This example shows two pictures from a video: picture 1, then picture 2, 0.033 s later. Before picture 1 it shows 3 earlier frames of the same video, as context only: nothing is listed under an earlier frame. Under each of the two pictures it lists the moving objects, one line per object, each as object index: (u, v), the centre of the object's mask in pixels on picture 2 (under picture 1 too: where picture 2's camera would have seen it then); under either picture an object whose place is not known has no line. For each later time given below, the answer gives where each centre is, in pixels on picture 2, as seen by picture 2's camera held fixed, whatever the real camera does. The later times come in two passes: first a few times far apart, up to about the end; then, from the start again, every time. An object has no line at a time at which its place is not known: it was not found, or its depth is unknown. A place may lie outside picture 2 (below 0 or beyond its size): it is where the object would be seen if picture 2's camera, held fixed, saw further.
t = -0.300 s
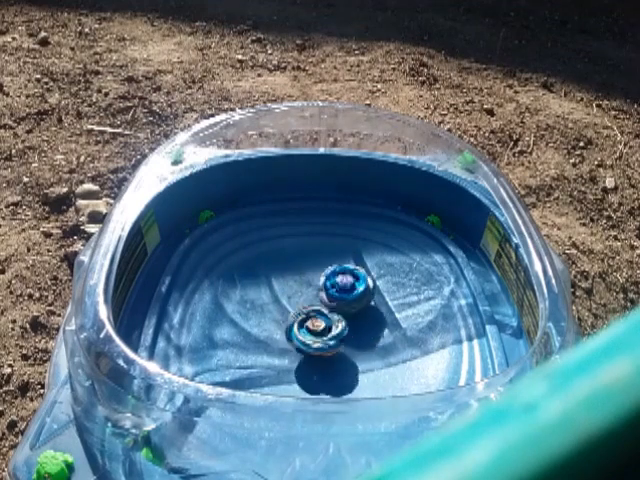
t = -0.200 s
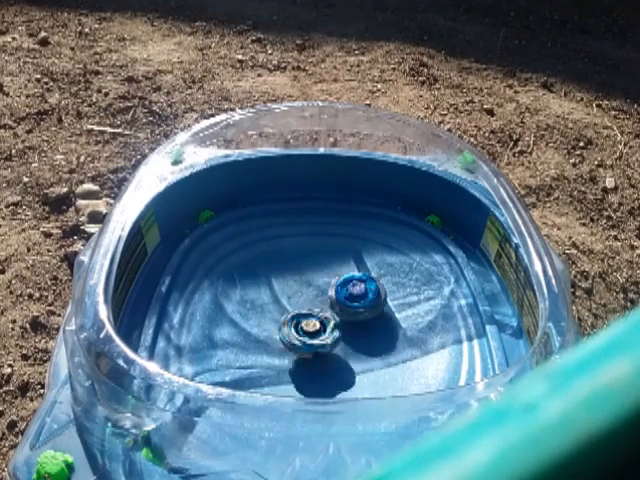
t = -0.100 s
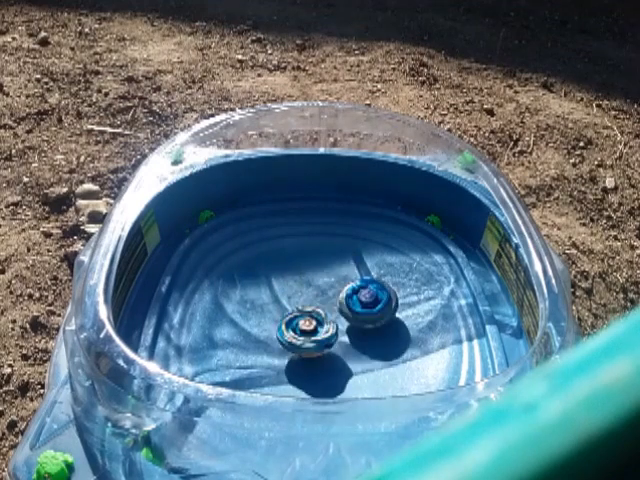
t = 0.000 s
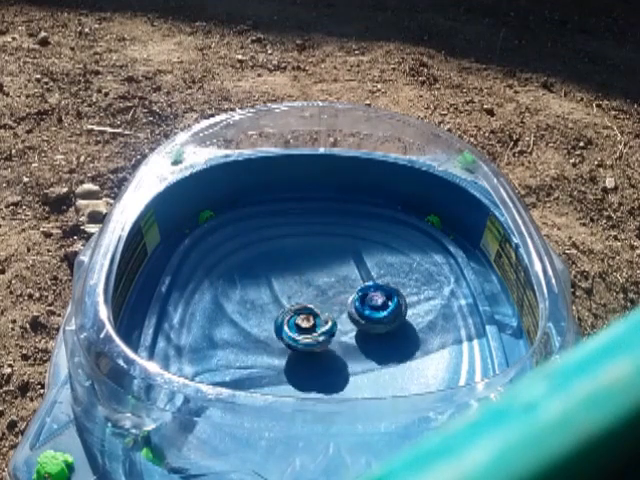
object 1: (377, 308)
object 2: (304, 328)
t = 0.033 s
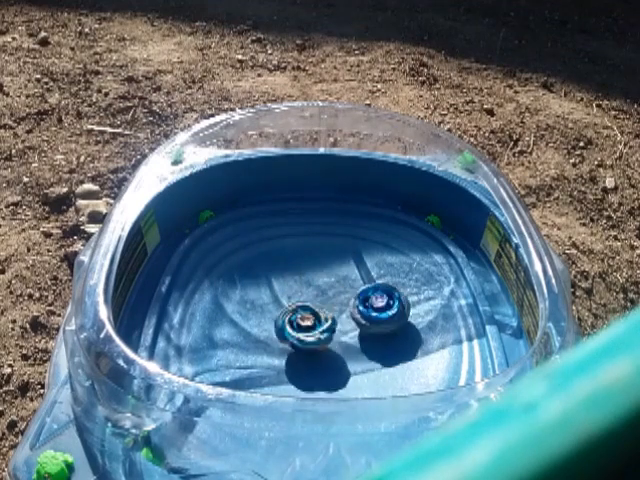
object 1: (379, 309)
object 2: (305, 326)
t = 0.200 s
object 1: (387, 314)
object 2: (310, 321)
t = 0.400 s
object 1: (388, 324)
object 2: (319, 317)
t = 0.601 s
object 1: (391, 332)
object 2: (308, 305)
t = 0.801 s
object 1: (374, 342)
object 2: (312, 301)
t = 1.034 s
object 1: (347, 355)
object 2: (317, 306)
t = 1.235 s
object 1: (326, 365)
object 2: (317, 312)
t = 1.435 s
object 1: (312, 371)
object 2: (315, 318)
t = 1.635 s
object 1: (301, 368)
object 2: (318, 320)
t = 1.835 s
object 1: (286, 360)
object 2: (326, 318)
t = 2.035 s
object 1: (277, 350)
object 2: (330, 322)
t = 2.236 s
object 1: (268, 337)
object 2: (343, 318)
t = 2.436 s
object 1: (267, 321)
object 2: (341, 317)
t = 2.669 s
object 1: (269, 304)
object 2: (331, 310)
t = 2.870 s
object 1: (268, 293)
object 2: (337, 309)
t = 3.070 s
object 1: (280, 290)
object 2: (333, 313)
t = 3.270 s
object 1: (291, 285)
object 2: (325, 322)
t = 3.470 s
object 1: (300, 281)
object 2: (311, 325)
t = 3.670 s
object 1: (315, 281)
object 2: (302, 323)
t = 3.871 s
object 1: (334, 283)
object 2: (302, 323)
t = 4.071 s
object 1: (350, 278)
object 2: (288, 325)
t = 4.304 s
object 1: (354, 286)
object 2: (299, 318)
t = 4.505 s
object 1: (377, 290)
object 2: (287, 335)
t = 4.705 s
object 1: (378, 295)
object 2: (269, 331)
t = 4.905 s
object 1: (368, 311)
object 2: (277, 323)
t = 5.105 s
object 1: (369, 335)
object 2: (291, 318)
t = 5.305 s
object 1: (377, 345)
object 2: (302, 311)
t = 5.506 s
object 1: (365, 350)
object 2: (324, 311)
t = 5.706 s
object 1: (358, 361)
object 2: (329, 304)
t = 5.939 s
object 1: (335, 361)
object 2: (333, 309)
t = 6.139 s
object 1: (310, 363)
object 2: (330, 304)
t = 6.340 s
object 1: (293, 360)
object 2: (324, 304)
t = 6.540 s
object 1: (281, 348)
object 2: (316, 305)
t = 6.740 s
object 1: (268, 336)
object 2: (322, 302)
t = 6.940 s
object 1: (261, 327)
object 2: (326, 305)
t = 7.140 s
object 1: (253, 316)
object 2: (344, 315)
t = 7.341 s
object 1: (250, 313)
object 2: (352, 326)
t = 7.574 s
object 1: (273, 307)
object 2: (337, 332)
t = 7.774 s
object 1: (294, 294)
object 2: (335, 330)
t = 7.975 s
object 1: (309, 282)
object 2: (327, 332)
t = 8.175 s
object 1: (322, 278)
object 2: (323, 328)
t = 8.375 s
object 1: (339, 268)
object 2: (315, 337)
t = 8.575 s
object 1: (339, 266)
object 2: (296, 343)
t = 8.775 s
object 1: (341, 285)
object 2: (292, 334)
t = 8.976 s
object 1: (357, 303)
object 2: (290, 333)
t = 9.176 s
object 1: (377, 301)
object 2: (257, 337)
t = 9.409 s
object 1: (368, 316)
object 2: (267, 325)
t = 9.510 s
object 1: (361, 324)
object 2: (276, 320)
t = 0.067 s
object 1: (381, 310)
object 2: (305, 325)
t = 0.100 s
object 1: (383, 311)
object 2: (306, 323)
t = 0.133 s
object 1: (385, 312)
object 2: (307, 322)
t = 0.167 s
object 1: (386, 313)
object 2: (309, 321)
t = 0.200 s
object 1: (387, 314)
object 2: (310, 321)
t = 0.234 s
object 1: (387, 315)
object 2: (312, 320)
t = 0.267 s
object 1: (387, 316)
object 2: (314, 319)
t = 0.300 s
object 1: (387, 317)
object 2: (317, 317)
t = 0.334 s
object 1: (386, 319)
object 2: (320, 317)
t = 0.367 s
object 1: (384, 321)
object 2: (322, 317)
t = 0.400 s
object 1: (388, 324)
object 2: (319, 317)
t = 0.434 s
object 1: (391, 326)
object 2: (313, 315)
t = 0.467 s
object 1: (393, 327)
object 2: (310, 314)
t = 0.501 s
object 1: (393, 328)
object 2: (309, 312)
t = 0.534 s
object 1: (393, 329)
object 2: (308, 309)
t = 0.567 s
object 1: (393, 331)
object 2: (308, 308)
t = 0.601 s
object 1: (391, 332)
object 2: (308, 305)
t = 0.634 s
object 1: (389, 334)
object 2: (309, 304)
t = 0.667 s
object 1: (387, 335)
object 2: (309, 302)
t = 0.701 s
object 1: (383, 337)
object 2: (310, 302)
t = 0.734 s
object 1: (380, 339)
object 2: (311, 301)
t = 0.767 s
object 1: (377, 340)
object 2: (312, 301)
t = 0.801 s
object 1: (374, 342)
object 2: (312, 301)
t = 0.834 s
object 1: (370, 344)
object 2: (313, 301)
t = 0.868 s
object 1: (366, 345)
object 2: (314, 302)
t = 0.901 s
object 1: (362, 348)
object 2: (315, 303)
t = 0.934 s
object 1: (358, 350)
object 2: (316, 303)
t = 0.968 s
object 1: (355, 351)
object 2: (316, 304)
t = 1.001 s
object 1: (351, 353)
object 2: (317, 305)
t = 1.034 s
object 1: (347, 355)
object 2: (317, 306)
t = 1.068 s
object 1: (342, 356)
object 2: (317, 306)
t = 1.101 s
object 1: (339, 358)
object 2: (317, 307)
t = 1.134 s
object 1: (335, 359)
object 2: (317, 308)
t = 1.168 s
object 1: (332, 361)
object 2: (317, 309)
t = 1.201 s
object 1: (329, 363)
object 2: (317, 311)
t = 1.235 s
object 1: (326, 365)
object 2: (317, 312)
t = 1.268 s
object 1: (323, 367)
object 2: (316, 313)
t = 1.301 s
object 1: (321, 368)
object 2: (316, 314)
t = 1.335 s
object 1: (318, 369)
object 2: (316, 316)
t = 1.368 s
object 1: (315, 370)
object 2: (315, 316)
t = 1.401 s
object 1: (314, 370)
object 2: (316, 317)
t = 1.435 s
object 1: (312, 371)
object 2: (315, 318)
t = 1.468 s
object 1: (309, 371)
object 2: (316, 318)
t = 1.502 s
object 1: (308, 371)
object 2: (316, 319)
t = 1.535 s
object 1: (307, 371)
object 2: (316, 319)
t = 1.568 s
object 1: (305, 370)
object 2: (316, 320)
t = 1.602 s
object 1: (302, 369)
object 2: (316, 320)
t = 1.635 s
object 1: (301, 368)
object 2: (318, 320)
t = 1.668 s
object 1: (299, 367)
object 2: (319, 320)
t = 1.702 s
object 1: (295, 366)
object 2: (321, 319)
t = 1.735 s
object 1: (293, 364)
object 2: (322, 318)
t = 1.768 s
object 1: (292, 362)
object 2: (322, 318)
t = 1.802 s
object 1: (290, 360)
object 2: (324, 319)
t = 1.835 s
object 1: (286, 360)
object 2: (326, 318)
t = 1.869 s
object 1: (284, 359)
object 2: (327, 318)
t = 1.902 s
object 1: (282, 358)
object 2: (329, 319)
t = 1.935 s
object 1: (279, 356)
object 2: (330, 321)
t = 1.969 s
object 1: (279, 354)
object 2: (331, 321)
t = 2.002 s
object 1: (278, 352)
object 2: (331, 322)
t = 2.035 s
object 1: (277, 350)
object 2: (330, 322)
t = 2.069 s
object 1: (275, 348)
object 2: (333, 321)
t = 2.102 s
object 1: (272, 346)
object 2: (337, 321)
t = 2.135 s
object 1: (271, 344)
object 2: (340, 320)
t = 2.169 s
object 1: (270, 341)
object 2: (342, 319)
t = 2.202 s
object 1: (269, 339)
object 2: (343, 319)
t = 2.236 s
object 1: (268, 337)
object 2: (343, 318)
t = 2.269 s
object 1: (267, 334)
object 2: (343, 318)
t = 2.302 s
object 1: (267, 332)
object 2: (344, 318)
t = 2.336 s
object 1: (267, 329)
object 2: (344, 318)
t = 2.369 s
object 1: (267, 326)
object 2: (343, 318)
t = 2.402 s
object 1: (266, 324)
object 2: (342, 317)
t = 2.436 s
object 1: (267, 321)
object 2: (341, 317)
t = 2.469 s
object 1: (267, 318)
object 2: (340, 316)
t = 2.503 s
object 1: (268, 316)
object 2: (339, 316)
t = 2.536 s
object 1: (268, 313)
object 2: (337, 314)
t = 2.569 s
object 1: (268, 311)
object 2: (337, 313)
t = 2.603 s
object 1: (268, 309)
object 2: (335, 312)
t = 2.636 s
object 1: (268, 306)
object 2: (333, 311)
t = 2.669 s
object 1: (269, 304)
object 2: (331, 310)
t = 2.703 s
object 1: (270, 302)
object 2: (330, 308)
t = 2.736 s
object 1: (267, 299)
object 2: (333, 308)
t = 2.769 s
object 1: (267, 297)
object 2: (335, 308)
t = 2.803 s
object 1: (267, 295)
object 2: (336, 307)
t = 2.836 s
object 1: (268, 294)
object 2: (337, 308)
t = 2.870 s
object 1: (268, 293)
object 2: (337, 309)
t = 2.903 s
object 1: (270, 293)
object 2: (337, 310)
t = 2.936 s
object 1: (272, 292)
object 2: (337, 310)
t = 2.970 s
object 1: (273, 292)
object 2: (337, 311)
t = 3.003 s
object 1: (276, 291)
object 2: (337, 312)
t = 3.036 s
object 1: (278, 291)
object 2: (333, 313)
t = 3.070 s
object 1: (280, 290)
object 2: (333, 313)
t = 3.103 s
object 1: (281, 288)
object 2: (334, 316)
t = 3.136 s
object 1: (283, 287)
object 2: (333, 317)
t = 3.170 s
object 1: (285, 286)
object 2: (332, 318)
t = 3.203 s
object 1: (287, 287)
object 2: (330, 319)
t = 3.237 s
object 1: (290, 286)
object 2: (327, 321)
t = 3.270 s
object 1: (291, 285)
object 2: (325, 322)
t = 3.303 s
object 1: (293, 283)
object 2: (325, 325)
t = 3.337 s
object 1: (294, 283)
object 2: (323, 328)
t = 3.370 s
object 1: (296, 281)
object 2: (319, 328)
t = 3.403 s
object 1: (297, 281)
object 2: (316, 328)
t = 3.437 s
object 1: (299, 280)
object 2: (314, 328)
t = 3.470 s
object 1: (300, 281)
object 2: (311, 325)
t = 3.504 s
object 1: (303, 280)
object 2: (311, 326)
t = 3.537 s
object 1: (305, 280)
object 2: (306, 326)
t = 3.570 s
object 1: (308, 280)
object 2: (304, 324)
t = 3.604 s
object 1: (310, 280)
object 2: (303, 324)
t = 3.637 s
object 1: (313, 281)
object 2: (302, 322)
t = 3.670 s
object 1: (315, 281)
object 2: (302, 323)
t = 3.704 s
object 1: (319, 282)
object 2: (302, 323)
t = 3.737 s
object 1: (321, 282)
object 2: (302, 322)
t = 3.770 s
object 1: (325, 283)
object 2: (303, 322)
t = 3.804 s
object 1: (327, 283)
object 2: (303, 321)
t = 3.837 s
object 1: (331, 284)
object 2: (304, 320)
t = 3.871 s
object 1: (334, 283)
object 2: (302, 323)
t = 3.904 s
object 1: (340, 281)
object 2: (298, 326)
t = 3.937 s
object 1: (342, 280)
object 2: (295, 328)
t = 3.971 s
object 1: (346, 279)
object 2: (293, 328)
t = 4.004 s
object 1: (347, 278)
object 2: (291, 327)
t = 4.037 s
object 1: (349, 278)
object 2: (289, 327)
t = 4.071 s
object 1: (350, 278)
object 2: (288, 325)
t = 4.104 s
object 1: (351, 278)
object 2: (288, 325)
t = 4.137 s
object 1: (352, 279)
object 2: (288, 322)
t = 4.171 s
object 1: (353, 279)
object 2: (290, 322)
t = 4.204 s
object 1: (354, 280)
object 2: (291, 319)
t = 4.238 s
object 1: (354, 282)
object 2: (294, 319)
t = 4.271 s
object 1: (354, 284)
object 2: (296, 318)
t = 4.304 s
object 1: (354, 286)
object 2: (299, 318)
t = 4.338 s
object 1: (355, 288)
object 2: (302, 318)
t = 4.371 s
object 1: (356, 290)
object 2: (306, 318)
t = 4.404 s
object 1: (357, 292)
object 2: (309, 318)
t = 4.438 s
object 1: (361, 294)
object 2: (308, 322)
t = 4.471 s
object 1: (371, 291)
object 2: (295, 331)
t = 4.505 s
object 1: (377, 290)
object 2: (287, 335)
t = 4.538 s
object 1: (378, 291)
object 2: (283, 336)
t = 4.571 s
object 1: (379, 291)
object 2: (279, 336)
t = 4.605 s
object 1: (380, 291)
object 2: (275, 336)
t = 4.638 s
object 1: (379, 292)
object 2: (272, 335)
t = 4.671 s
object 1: (379, 293)
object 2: (269, 332)
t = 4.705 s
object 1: (378, 295)
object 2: (269, 331)
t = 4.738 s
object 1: (377, 297)
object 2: (268, 329)
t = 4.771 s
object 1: (376, 298)
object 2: (269, 328)
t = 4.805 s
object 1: (374, 301)
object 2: (269, 326)
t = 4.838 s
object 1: (372, 304)
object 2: (271, 326)
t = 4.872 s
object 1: (370, 308)
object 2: (274, 324)
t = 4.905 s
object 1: (368, 311)
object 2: (277, 323)
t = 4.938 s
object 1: (366, 314)
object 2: (282, 322)
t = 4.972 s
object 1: (364, 318)
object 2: (285, 321)
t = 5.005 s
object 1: (361, 322)
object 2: (290, 321)
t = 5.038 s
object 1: (360, 326)
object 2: (294, 320)
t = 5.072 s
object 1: (360, 331)
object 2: (298, 320)
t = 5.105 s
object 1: (369, 335)
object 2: (291, 318)
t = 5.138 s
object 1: (374, 337)
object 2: (288, 316)
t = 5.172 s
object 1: (376, 339)
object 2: (290, 316)
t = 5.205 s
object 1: (376, 342)
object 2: (292, 315)
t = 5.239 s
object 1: (377, 343)
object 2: (295, 313)
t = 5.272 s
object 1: (378, 344)
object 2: (299, 312)
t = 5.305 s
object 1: (377, 345)
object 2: (302, 311)
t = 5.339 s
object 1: (376, 345)
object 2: (306, 310)
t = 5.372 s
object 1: (375, 346)
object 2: (310, 310)
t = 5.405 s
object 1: (373, 348)
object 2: (313, 309)
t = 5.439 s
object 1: (372, 349)
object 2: (317, 309)
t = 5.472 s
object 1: (369, 350)
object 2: (321, 310)
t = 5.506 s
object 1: (365, 350)
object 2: (324, 311)
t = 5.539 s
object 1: (364, 353)
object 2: (324, 309)
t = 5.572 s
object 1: (364, 356)
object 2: (323, 307)
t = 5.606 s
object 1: (363, 358)
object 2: (324, 305)
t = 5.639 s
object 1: (361, 359)
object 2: (325, 305)
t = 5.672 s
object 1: (359, 361)
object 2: (327, 304)
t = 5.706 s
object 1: (358, 361)
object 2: (329, 304)
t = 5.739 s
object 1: (355, 362)
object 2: (330, 304)
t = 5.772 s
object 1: (352, 362)
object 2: (331, 304)
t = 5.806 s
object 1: (350, 361)
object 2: (332, 305)
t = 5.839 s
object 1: (347, 362)
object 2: (333, 306)
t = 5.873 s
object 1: (342, 362)
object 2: (333, 307)
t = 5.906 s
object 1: (339, 361)
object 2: (333, 308)
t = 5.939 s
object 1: (335, 361)
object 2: (333, 309)
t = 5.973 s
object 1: (331, 360)
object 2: (333, 309)
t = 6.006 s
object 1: (327, 360)
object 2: (332, 311)
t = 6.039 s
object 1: (323, 359)
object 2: (330, 310)
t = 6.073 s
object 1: (319, 362)
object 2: (330, 308)
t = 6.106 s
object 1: (315, 362)
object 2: (330, 305)
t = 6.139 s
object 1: (310, 363)
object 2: (330, 304)
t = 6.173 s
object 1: (307, 362)
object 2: (328, 303)
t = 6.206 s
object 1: (305, 362)
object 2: (328, 302)
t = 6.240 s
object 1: (302, 362)
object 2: (327, 303)
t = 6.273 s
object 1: (299, 361)
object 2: (327, 303)
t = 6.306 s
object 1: (296, 360)
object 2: (326, 303)
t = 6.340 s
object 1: (293, 360)
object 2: (324, 304)
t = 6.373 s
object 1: (291, 358)
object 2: (323, 304)
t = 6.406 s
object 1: (289, 356)
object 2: (321, 304)
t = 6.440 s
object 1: (286, 355)
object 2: (320, 305)
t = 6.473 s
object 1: (284, 353)
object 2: (319, 305)
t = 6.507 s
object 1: (282, 350)
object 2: (317, 305)
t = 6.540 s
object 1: (281, 348)
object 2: (316, 305)
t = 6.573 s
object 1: (280, 346)
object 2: (316, 305)
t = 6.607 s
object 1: (279, 343)
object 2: (316, 304)
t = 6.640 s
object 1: (277, 341)
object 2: (317, 303)
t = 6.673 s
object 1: (275, 339)
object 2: (317, 303)
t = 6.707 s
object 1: (271, 337)
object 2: (319, 303)
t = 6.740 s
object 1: (268, 336)
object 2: (322, 302)
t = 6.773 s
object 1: (266, 335)
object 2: (323, 300)
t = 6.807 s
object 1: (265, 334)
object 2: (324, 301)
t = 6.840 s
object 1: (263, 332)
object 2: (324, 301)
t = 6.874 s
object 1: (262, 330)
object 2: (325, 302)
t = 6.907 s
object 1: (262, 329)
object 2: (325, 303)
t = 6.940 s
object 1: (261, 327)
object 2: (326, 305)
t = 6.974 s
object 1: (262, 325)
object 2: (327, 308)
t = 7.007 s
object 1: (263, 323)
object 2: (328, 311)
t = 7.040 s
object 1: (264, 322)
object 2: (328, 312)
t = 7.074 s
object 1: (265, 320)
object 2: (327, 314)
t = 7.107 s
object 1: (259, 318)
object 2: (335, 315)
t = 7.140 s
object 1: (253, 316)
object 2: (344, 315)
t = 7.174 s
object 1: (251, 315)
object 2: (349, 316)
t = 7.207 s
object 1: (249, 315)
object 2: (351, 318)
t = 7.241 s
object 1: (248, 314)
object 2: (353, 320)
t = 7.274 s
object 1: (248, 314)
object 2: (353, 322)
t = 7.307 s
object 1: (249, 313)
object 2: (353, 324)
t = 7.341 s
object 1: (250, 313)
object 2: (352, 326)
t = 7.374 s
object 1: (252, 312)
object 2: (351, 328)
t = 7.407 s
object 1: (255, 312)
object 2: (349, 329)
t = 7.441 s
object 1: (258, 311)
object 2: (347, 330)
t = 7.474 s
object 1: (261, 310)
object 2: (344, 331)
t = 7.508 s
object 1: (265, 310)
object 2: (341, 332)
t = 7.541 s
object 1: (268, 309)
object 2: (338, 332)
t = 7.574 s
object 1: (273, 307)
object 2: (337, 332)
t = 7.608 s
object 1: (277, 305)
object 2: (334, 332)
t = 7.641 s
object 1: (281, 304)
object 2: (332, 331)
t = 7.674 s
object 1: (285, 302)
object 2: (330, 331)
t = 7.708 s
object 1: (287, 299)
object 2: (331, 330)
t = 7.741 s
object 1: (291, 297)
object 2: (332, 328)
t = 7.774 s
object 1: (294, 294)
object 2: (335, 330)
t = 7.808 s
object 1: (296, 291)
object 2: (336, 332)
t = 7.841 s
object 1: (299, 289)
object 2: (336, 332)
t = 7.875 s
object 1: (301, 288)
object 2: (334, 333)
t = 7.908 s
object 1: (304, 286)
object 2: (331, 333)
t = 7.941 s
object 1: (307, 284)
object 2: (329, 332)
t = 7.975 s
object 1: (309, 282)
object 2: (327, 332)
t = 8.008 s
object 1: (311, 281)
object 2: (325, 331)
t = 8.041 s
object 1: (313, 279)
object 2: (323, 330)
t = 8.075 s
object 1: (315, 279)
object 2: (323, 330)
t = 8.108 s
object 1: (317, 279)
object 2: (323, 329)
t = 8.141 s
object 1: (320, 278)
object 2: (324, 328)
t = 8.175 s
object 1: (322, 278)
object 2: (323, 328)
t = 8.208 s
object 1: (324, 278)
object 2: (324, 327)
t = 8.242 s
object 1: (326, 278)
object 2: (323, 324)
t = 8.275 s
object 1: (329, 278)
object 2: (324, 322)
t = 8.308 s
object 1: (332, 278)
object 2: (324, 320)
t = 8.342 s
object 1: (337, 273)
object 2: (320, 330)
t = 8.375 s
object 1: (339, 268)
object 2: (315, 337)
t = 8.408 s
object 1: (340, 266)
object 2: (312, 340)
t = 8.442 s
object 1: (340, 265)
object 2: (308, 342)
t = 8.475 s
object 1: (340, 264)
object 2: (304, 343)
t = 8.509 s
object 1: (340, 264)
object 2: (302, 344)
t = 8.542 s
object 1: (339, 265)
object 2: (299, 344)
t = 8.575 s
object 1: (339, 266)
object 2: (296, 343)
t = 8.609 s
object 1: (339, 269)
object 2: (295, 342)
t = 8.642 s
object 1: (339, 271)
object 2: (293, 341)
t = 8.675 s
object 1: (339, 274)
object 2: (293, 340)
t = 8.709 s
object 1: (340, 278)
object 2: (293, 338)
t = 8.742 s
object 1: (341, 281)
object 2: (292, 336)
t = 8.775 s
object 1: (341, 285)
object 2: (292, 334)
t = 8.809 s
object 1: (342, 289)
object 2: (293, 333)
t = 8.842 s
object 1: (344, 294)
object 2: (294, 332)
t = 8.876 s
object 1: (345, 297)
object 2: (297, 331)
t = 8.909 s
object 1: (347, 301)
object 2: (298, 329)
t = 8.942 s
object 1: (349, 305)
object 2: (300, 327)
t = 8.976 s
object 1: (357, 303)
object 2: (290, 333)
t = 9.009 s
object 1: (367, 299)
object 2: (277, 340)
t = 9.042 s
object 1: (372, 298)
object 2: (268, 343)
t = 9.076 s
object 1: (374, 298)
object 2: (265, 342)
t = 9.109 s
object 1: (375, 299)
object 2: (262, 341)
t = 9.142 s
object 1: (376, 300)
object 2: (258, 339)
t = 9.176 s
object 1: (377, 301)
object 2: (257, 337)
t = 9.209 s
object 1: (377, 302)
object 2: (257, 336)
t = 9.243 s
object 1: (376, 304)
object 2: (255, 333)
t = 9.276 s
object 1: (375, 306)
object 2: (257, 331)
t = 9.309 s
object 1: (374, 308)
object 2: (259, 329)
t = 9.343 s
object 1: (372, 310)
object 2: (260, 326)
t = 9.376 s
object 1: (370, 313)
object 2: (263, 326)
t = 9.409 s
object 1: (368, 316)
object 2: (267, 325)
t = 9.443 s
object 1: (366, 318)
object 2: (270, 323)
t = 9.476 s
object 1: (364, 321)
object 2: (273, 322)
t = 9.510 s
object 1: (361, 324)
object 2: (276, 320)
